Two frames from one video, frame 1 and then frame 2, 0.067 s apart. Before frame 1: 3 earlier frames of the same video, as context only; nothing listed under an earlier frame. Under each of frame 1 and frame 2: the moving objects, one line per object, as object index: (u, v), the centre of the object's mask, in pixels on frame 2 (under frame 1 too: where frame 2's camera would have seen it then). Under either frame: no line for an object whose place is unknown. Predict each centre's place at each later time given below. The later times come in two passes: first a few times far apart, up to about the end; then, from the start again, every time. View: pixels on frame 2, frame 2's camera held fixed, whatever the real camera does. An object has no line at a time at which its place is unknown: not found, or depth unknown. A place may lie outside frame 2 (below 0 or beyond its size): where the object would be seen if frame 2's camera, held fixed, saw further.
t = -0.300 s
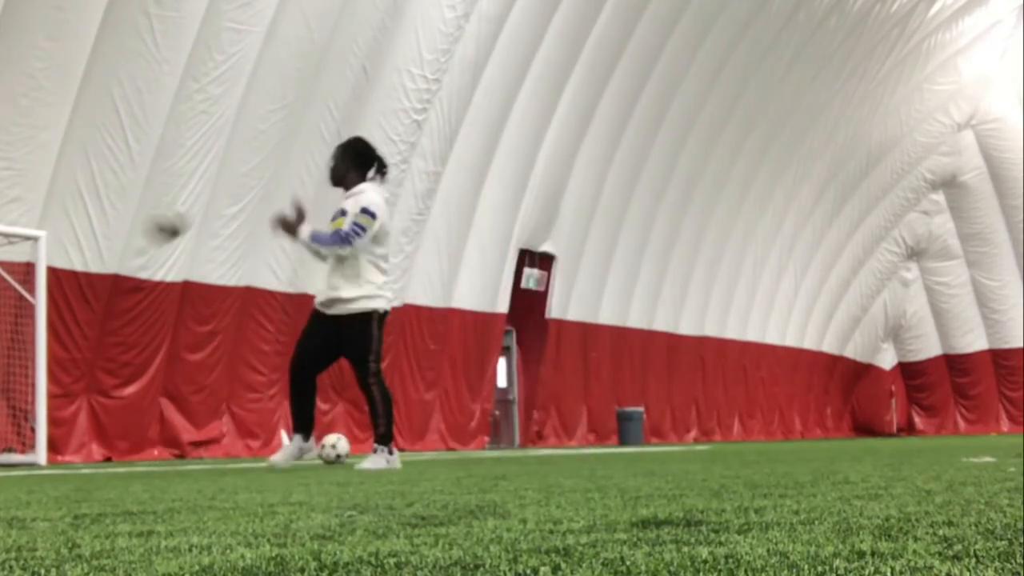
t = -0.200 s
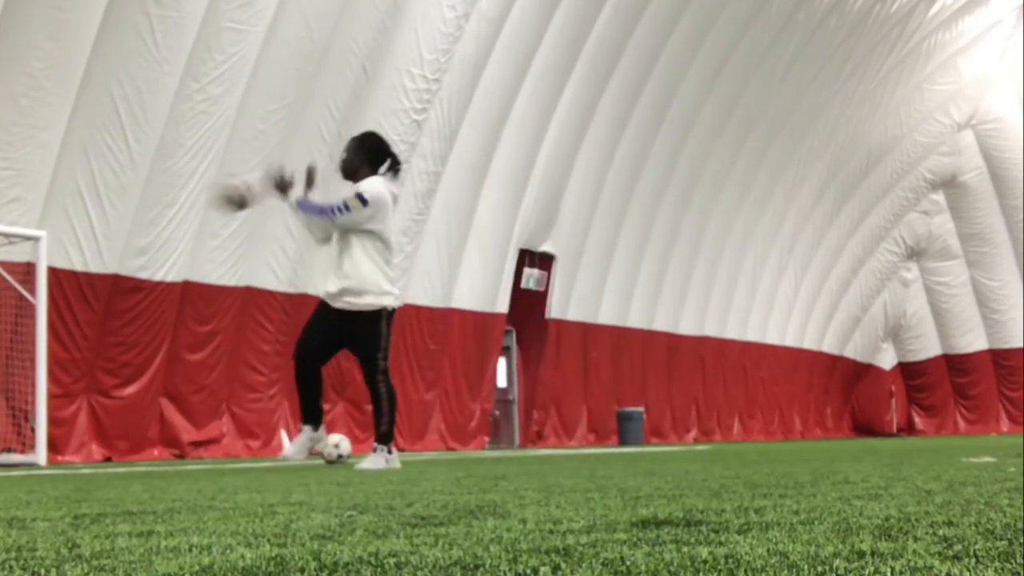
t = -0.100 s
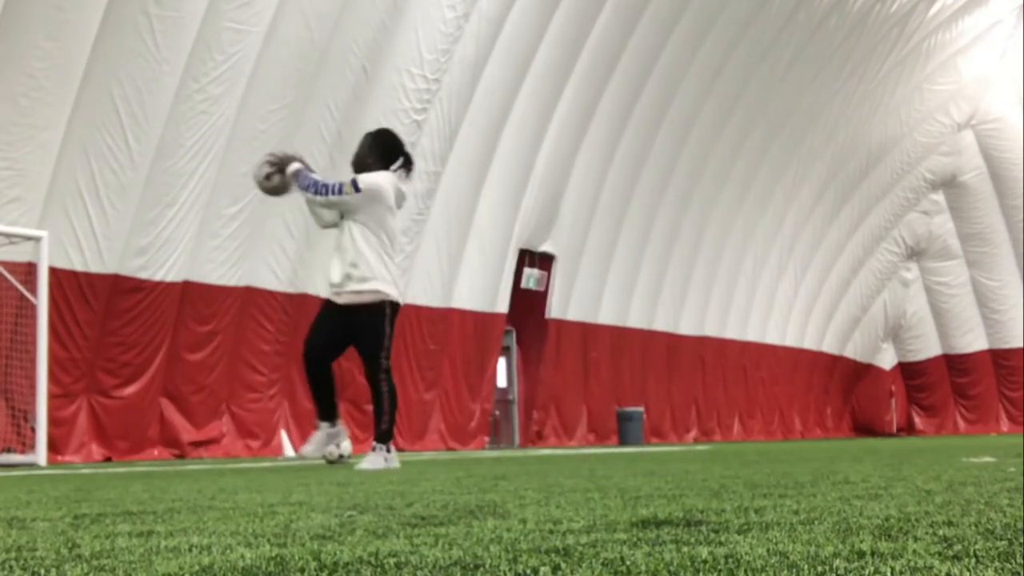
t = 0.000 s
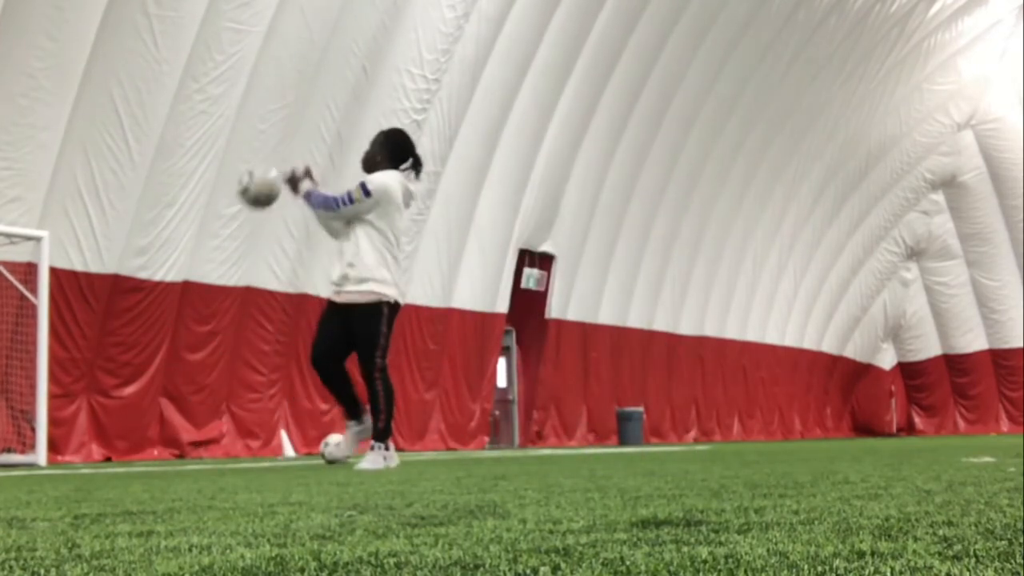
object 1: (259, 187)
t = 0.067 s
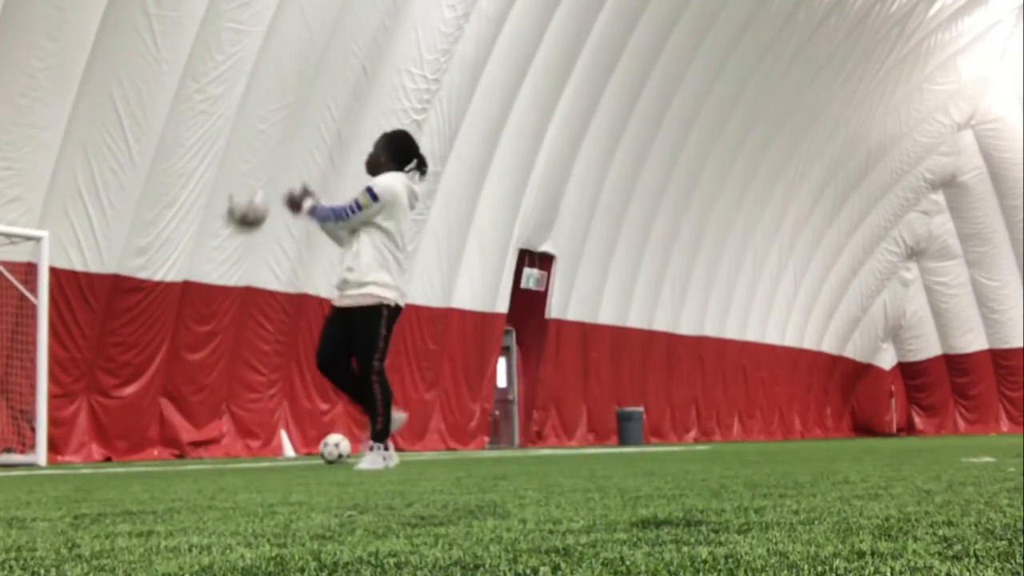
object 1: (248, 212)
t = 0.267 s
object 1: (207, 317)
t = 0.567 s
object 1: (185, 384)
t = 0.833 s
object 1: (199, 341)
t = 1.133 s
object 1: (216, 436)
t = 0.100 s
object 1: (241, 223)
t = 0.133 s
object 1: (234, 236)
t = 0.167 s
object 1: (226, 254)
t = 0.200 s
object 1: (218, 280)
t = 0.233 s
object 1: (212, 300)
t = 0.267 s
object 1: (207, 317)
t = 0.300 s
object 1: (201, 343)
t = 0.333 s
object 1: (195, 370)
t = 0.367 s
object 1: (190, 397)
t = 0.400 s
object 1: (183, 428)
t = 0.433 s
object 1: (178, 450)
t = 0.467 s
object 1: (180, 433)
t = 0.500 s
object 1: (181, 414)
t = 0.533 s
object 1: (183, 398)
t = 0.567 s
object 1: (185, 384)
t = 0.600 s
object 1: (187, 372)
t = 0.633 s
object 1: (188, 361)
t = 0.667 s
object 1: (190, 353)
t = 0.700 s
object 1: (192, 347)
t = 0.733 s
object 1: (194, 343)
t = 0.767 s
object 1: (195, 340)
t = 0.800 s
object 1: (197, 339)
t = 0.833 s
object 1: (199, 341)
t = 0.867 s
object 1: (201, 343)
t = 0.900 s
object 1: (202, 348)
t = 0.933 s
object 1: (204, 355)
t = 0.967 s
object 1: (206, 364)
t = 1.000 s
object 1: (208, 375)
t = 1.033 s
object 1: (210, 387)
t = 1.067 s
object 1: (212, 402)
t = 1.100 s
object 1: (214, 418)
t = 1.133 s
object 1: (216, 436)
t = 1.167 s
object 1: (216, 451)
